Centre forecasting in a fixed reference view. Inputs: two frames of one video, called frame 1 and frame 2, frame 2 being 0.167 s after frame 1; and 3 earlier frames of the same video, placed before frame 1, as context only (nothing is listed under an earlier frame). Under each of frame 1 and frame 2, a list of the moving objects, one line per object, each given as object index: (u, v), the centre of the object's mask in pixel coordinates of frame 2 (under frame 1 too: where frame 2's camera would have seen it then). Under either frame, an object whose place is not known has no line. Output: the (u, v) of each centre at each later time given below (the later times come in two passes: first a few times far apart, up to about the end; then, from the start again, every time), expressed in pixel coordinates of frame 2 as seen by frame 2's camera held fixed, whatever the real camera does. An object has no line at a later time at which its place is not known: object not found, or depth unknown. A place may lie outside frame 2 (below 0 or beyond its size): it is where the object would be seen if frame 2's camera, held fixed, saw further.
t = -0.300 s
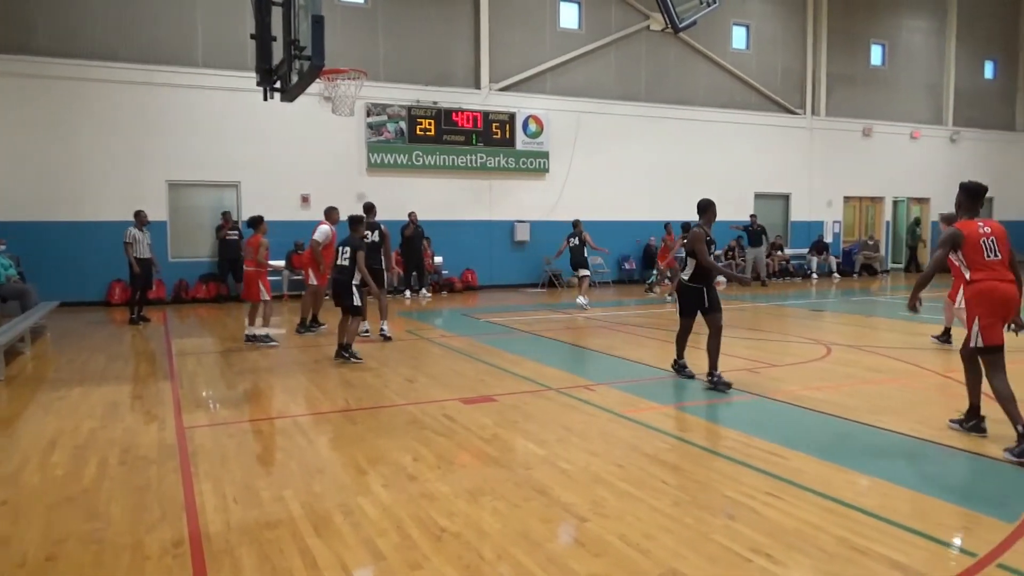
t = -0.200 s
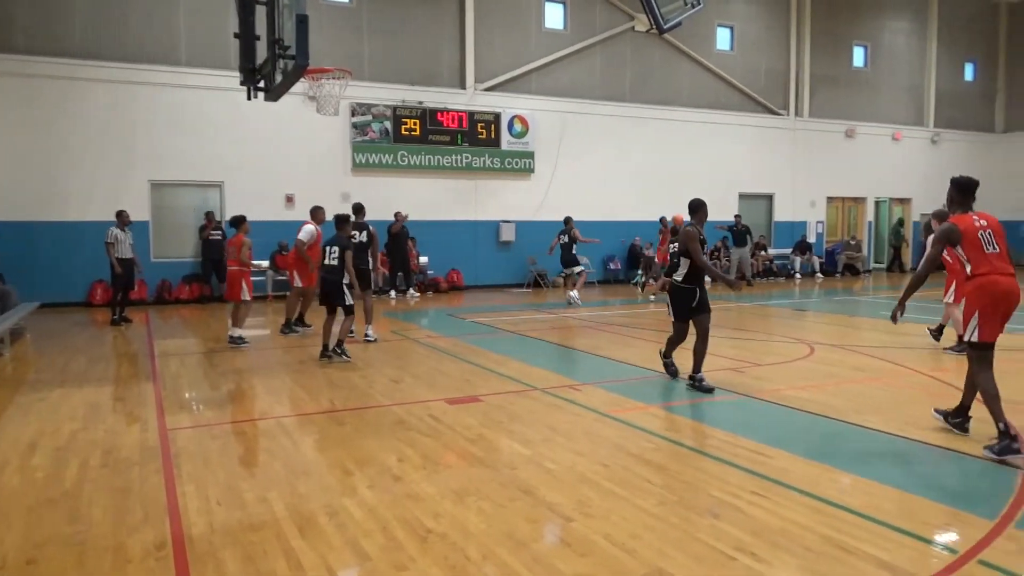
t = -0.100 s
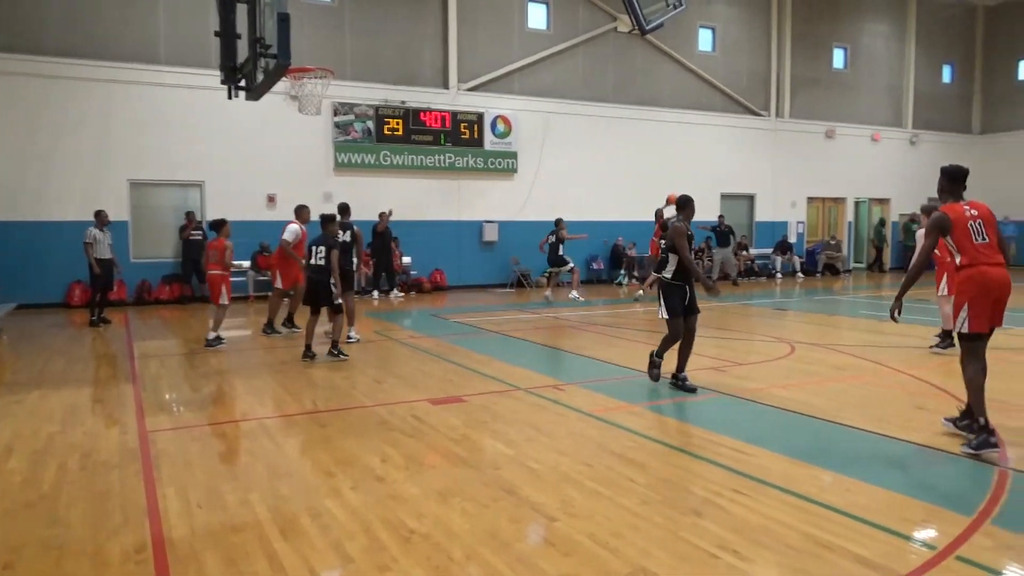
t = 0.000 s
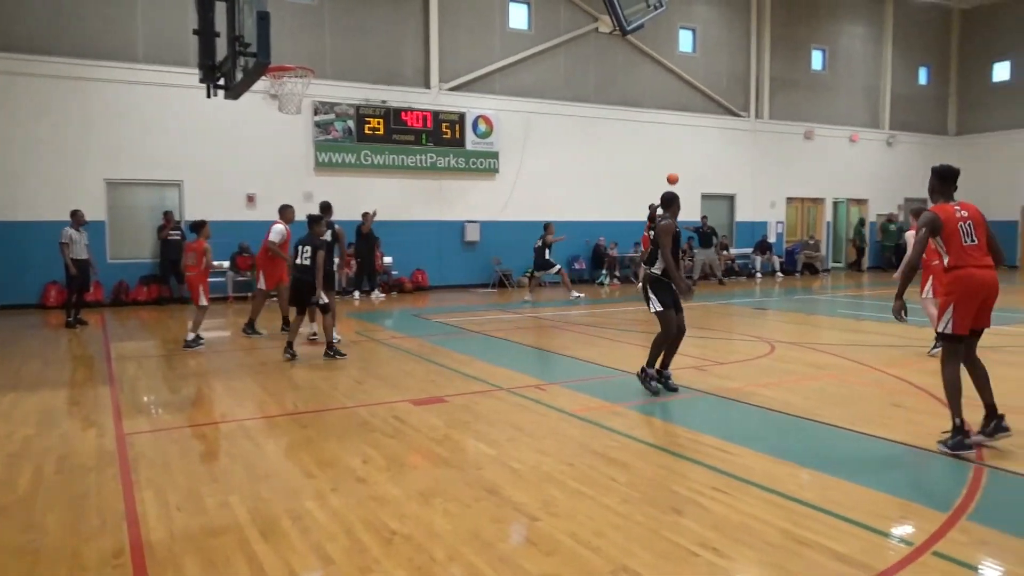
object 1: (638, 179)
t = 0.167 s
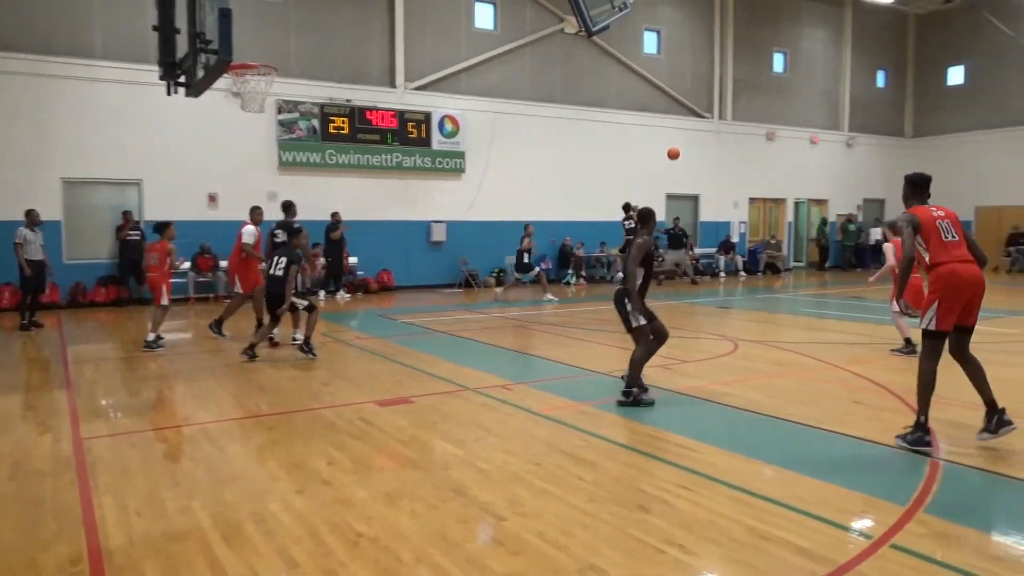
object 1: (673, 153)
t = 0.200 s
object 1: (681, 150)
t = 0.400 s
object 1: (732, 137)
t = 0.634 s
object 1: (806, 152)
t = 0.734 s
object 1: (844, 171)
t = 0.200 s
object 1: (681, 150)
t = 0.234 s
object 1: (689, 146)
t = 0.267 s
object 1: (697, 143)
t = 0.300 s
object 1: (705, 141)
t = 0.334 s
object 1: (714, 139)
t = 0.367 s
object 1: (723, 137)
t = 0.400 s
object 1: (732, 137)
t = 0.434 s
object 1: (742, 137)
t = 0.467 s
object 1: (751, 137)
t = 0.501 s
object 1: (762, 139)
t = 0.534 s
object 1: (772, 140)
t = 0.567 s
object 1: (783, 143)
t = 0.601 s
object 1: (794, 147)
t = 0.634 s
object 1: (806, 152)
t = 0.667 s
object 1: (818, 157)
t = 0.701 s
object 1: (830, 163)
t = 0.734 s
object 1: (844, 171)
